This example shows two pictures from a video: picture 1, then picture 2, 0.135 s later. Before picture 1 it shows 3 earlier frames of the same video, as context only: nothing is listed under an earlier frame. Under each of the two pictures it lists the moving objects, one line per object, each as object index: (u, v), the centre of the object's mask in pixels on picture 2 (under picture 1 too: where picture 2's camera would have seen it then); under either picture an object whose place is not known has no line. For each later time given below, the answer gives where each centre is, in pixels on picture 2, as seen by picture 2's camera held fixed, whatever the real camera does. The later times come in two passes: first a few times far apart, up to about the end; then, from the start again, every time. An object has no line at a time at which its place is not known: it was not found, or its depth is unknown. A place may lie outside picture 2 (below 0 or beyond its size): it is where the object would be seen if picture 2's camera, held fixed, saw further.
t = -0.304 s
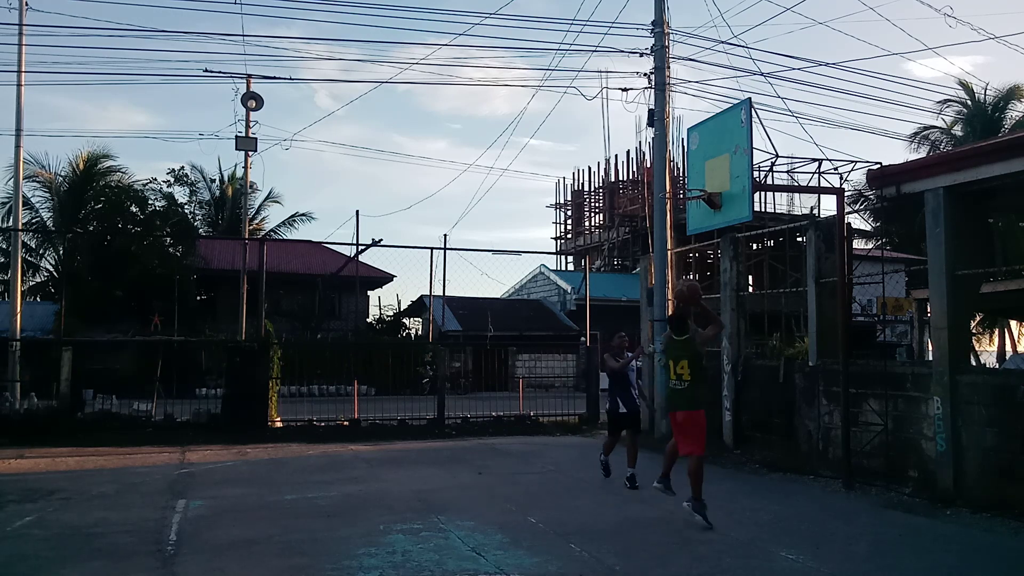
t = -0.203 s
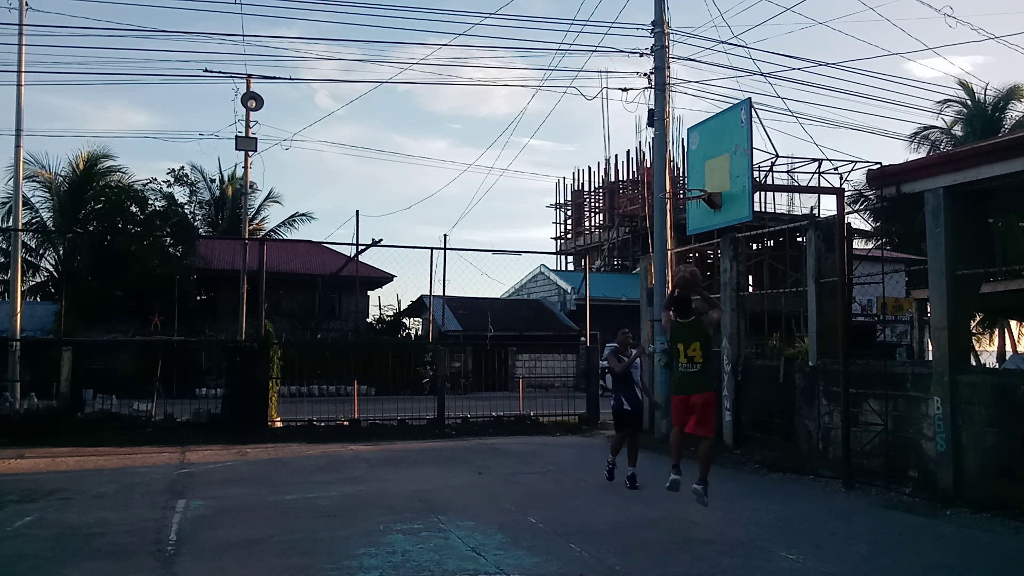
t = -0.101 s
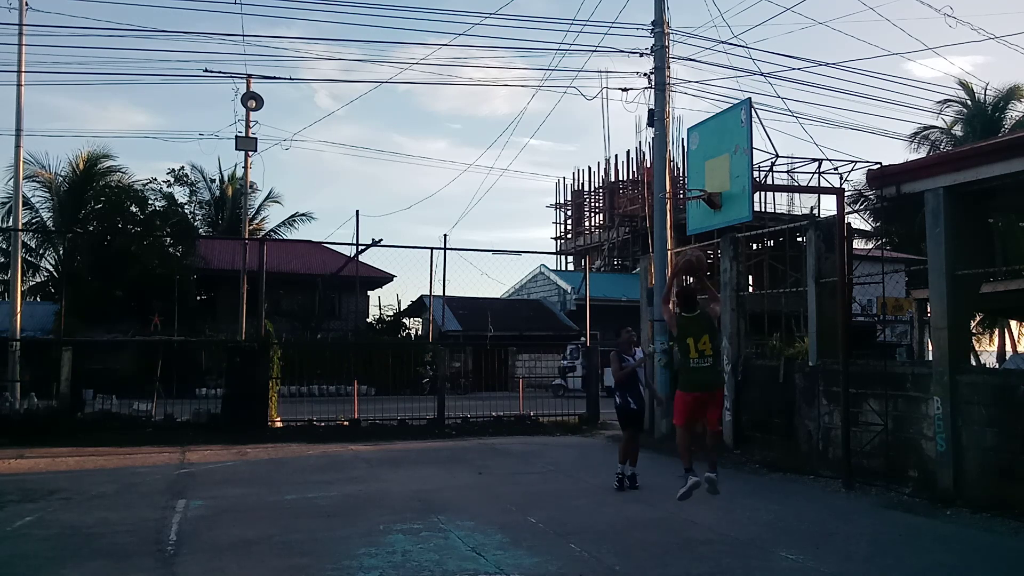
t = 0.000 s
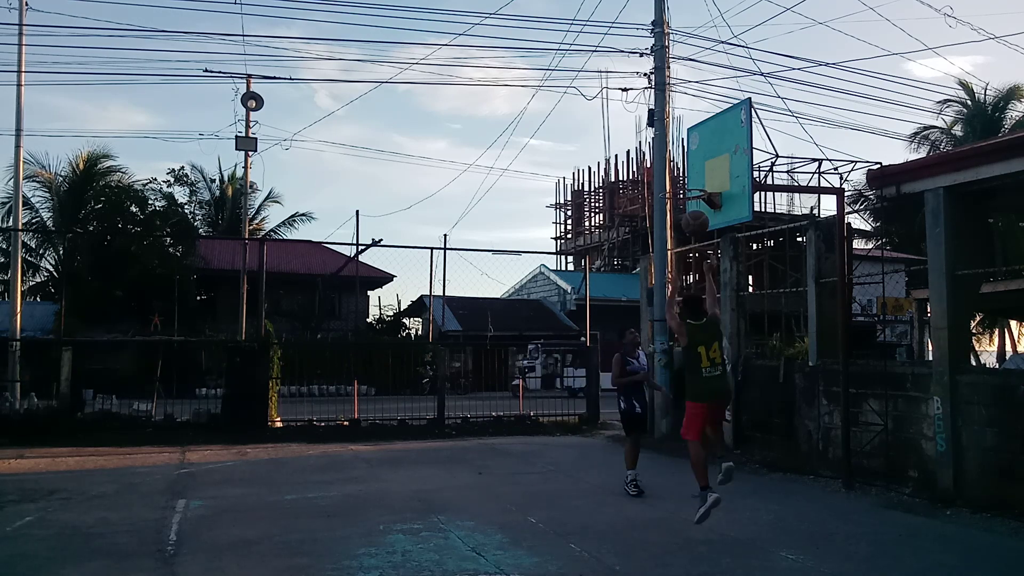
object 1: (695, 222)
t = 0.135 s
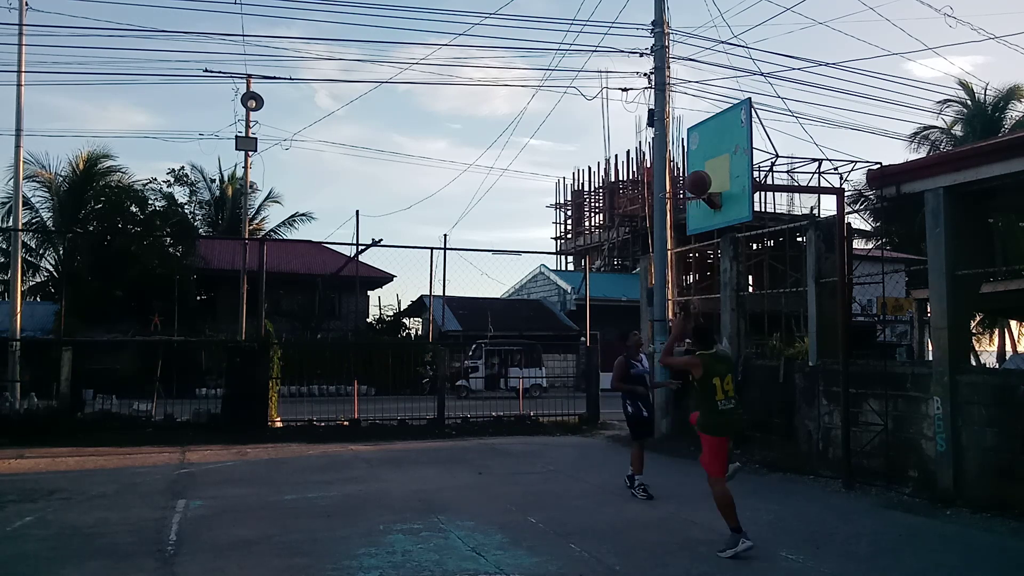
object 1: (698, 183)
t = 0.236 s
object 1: (701, 166)
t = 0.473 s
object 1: (704, 170)
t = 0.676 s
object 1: (712, 179)
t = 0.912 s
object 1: (721, 204)
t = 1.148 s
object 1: (710, 268)
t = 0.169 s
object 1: (699, 176)
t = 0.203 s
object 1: (700, 171)
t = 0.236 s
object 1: (701, 166)
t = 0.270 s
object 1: (701, 163)
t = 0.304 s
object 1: (702, 161)
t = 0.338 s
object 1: (702, 161)
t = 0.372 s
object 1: (703, 161)
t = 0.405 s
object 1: (703, 163)
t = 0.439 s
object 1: (704, 166)
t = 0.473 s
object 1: (704, 170)
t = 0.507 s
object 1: (705, 174)
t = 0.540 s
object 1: (706, 179)
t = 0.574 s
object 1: (707, 177)
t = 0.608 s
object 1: (709, 177)
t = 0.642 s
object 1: (711, 177)
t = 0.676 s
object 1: (712, 179)
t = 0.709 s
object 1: (714, 181)
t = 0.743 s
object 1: (716, 184)
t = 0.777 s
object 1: (718, 186)
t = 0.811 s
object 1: (720, 192)
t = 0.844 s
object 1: (722, 196)
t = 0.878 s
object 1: (722, 200)
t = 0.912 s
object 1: (721, 204)
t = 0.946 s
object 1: (720, 210)
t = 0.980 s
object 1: (718, 217)
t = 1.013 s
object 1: (717, 224)
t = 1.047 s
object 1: (715, 234)
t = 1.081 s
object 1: (713, 243)
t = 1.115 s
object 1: (712, 255)
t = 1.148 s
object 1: (710, 268)
